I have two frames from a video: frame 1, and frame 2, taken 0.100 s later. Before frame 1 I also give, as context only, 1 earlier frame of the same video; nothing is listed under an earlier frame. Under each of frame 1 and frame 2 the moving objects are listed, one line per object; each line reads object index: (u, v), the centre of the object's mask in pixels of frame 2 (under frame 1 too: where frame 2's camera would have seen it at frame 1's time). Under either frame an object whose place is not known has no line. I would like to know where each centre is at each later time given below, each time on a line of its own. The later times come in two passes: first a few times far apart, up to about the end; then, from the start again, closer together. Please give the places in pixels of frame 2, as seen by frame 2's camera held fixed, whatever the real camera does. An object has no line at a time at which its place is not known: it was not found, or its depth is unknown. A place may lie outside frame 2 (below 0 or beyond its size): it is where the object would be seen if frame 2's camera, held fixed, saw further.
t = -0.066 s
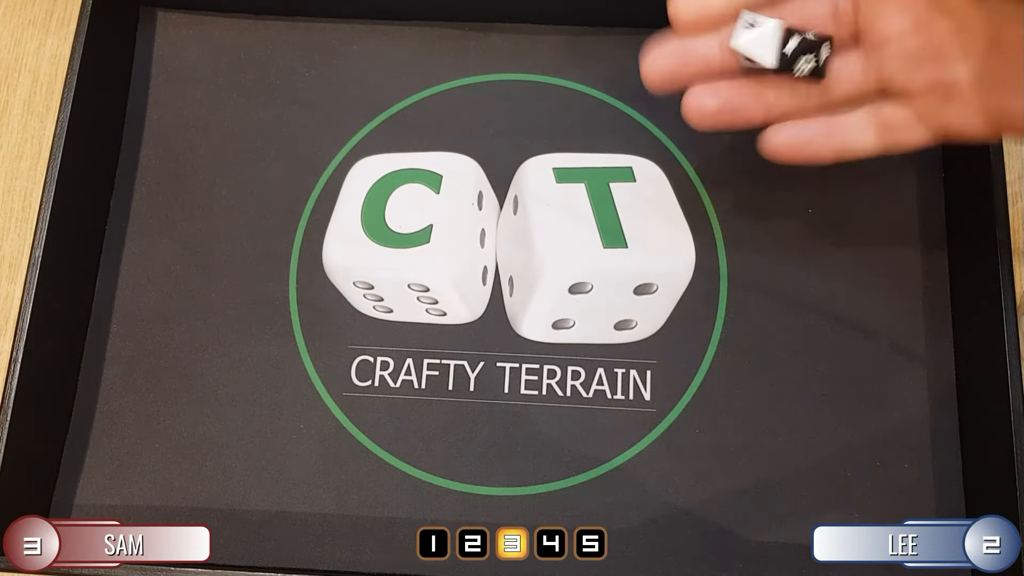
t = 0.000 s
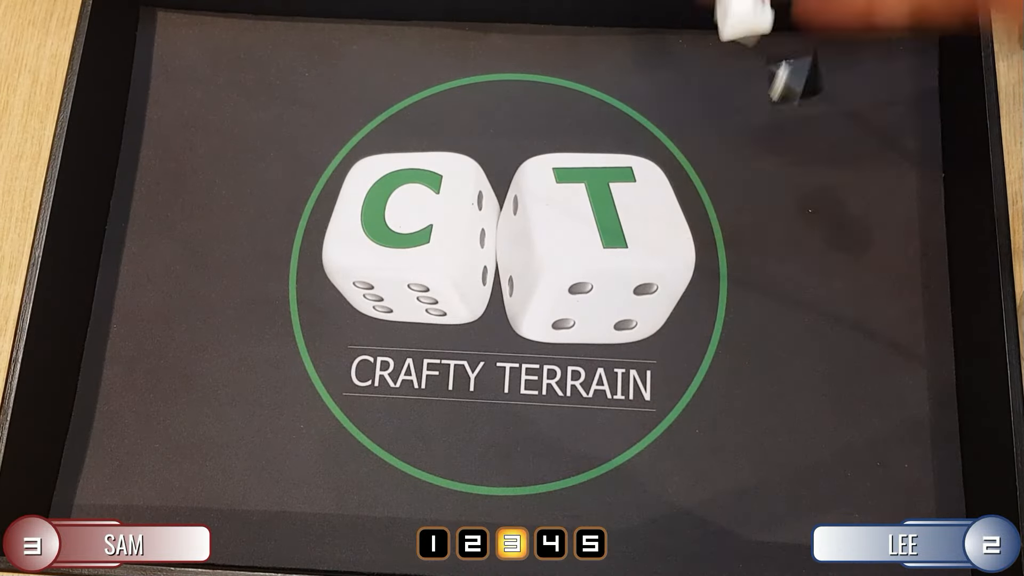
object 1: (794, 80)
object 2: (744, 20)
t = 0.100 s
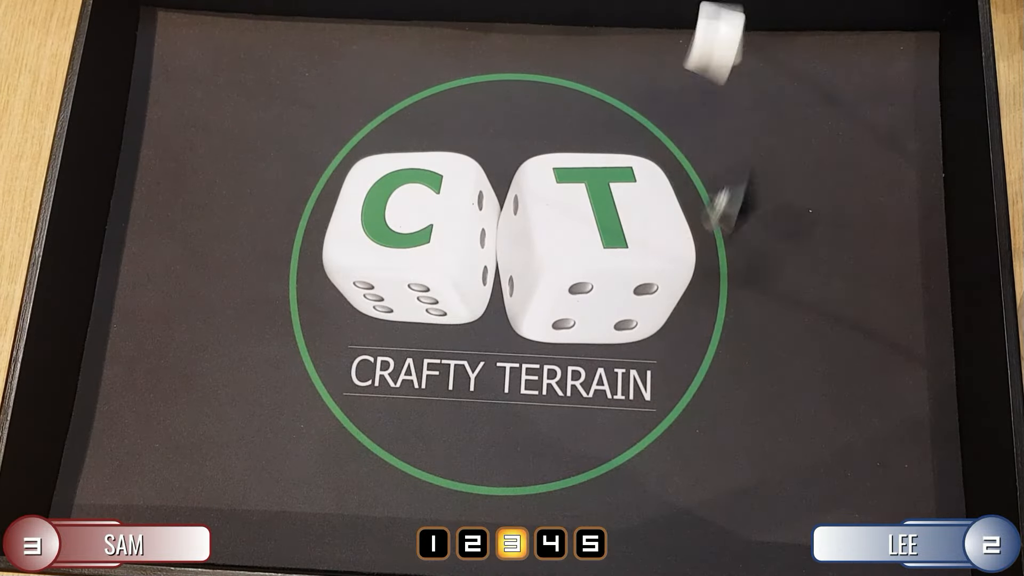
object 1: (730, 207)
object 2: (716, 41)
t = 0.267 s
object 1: (652, 338)
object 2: (667, 145)
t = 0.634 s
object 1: (427, 497)
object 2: (609, 103)
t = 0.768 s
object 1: (412, 465)
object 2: (597, 89)
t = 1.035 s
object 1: (412, 465)
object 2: (597, 85)
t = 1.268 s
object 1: (412, 465)
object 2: (597, 85)
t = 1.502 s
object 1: (412, 465)
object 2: (597, 85)
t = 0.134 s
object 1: (705, 253)
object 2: (699, 81)
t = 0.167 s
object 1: (698, 265)
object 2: (677, 131)
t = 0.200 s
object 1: (688, 281)
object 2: (661, 181)
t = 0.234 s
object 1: (672, 305)
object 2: (661, 165)
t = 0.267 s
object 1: (652, 338)
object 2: (667, 145)
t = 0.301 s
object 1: (632, 373)
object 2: (667, 132)
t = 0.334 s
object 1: (607, 417)
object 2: (667, 129)
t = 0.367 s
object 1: (584, 444)
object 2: (663, 137)
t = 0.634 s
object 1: (427, 497)
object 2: (609, 103)
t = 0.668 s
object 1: (420, 483)
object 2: (601, 97)
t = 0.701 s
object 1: (415, 473)
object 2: (596, 92)
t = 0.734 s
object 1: (412, 466)
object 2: (596, 90)
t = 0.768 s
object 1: (412, 465)
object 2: (597, 89)
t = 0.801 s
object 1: (412, 465)
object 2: (597, 86)
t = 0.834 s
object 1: (412, 465)
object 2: (597, 85)
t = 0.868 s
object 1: (412, 465)
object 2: (597, 85)
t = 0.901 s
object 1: (412, 465)
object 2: (597, 85)
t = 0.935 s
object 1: (412, 465)
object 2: (597, 85)
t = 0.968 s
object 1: (412, 465)
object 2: (597, 85)
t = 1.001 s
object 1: (412, 465)
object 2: (597, 85)
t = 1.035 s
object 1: (412, 465)
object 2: (597, 85)
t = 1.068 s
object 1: (412, 465)
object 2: (597, 85)
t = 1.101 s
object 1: (412, 465)
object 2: (597, 85)
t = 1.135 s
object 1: (412, 465)
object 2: (597, 85)
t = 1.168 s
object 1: (412, 465)
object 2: (597, 85)
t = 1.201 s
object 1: (412, 465)
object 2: (597, 85)
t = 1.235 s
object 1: (412, 465)
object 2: (597, 85)
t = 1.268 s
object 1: (412, 465)
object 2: (597, 85)
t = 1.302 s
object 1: (412, 465)
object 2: (597, 85)
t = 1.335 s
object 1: (412, 465)
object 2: (597, 85)
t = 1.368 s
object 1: (412, 465)
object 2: (597, 85)
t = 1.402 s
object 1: (412, 465)
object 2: (597, 85)
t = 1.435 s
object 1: (412, 465)
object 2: (597, 85)
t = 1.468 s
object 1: (412, 465)
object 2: (597, 85)
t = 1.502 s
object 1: (412, 465)
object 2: (597, 85)
